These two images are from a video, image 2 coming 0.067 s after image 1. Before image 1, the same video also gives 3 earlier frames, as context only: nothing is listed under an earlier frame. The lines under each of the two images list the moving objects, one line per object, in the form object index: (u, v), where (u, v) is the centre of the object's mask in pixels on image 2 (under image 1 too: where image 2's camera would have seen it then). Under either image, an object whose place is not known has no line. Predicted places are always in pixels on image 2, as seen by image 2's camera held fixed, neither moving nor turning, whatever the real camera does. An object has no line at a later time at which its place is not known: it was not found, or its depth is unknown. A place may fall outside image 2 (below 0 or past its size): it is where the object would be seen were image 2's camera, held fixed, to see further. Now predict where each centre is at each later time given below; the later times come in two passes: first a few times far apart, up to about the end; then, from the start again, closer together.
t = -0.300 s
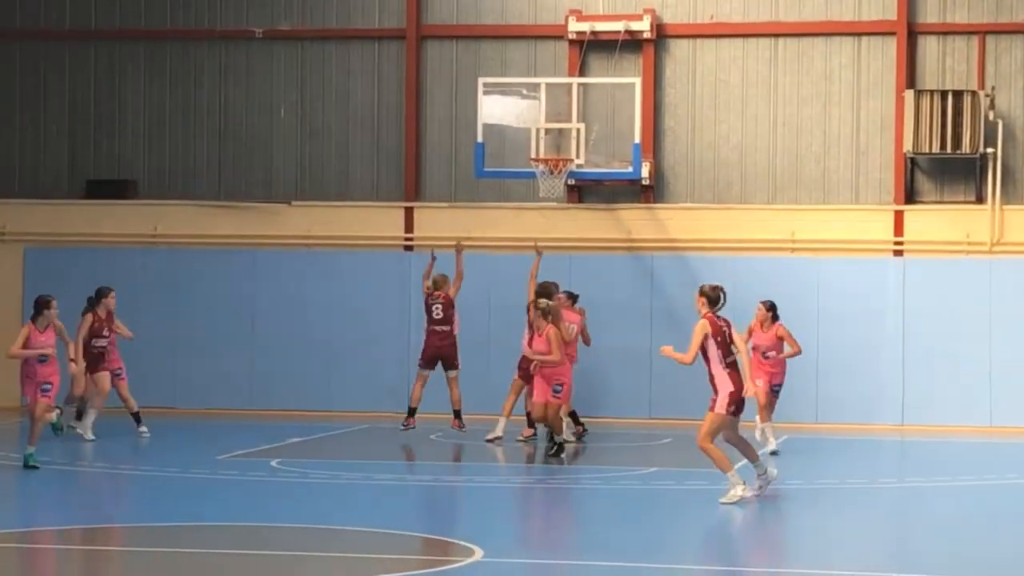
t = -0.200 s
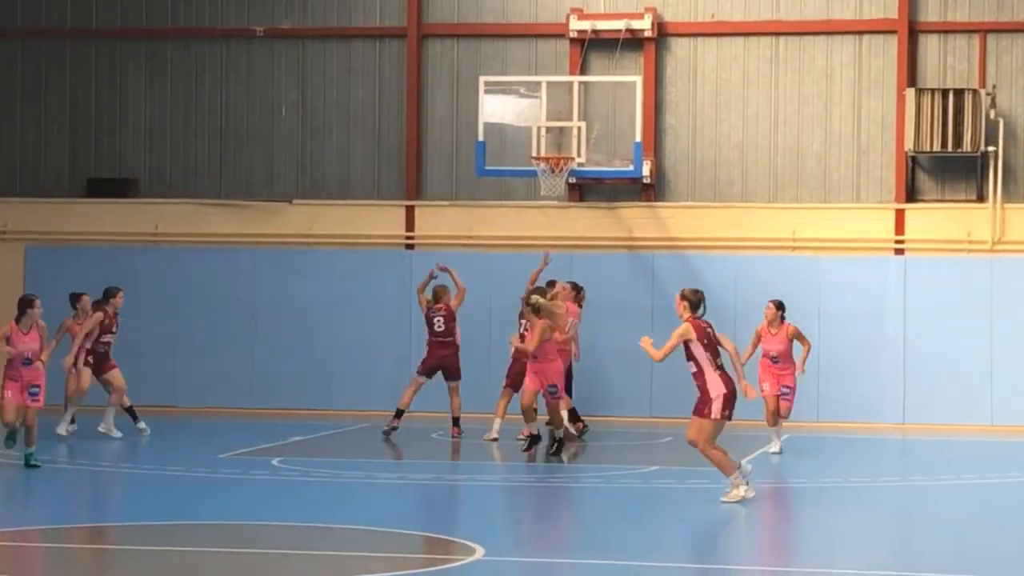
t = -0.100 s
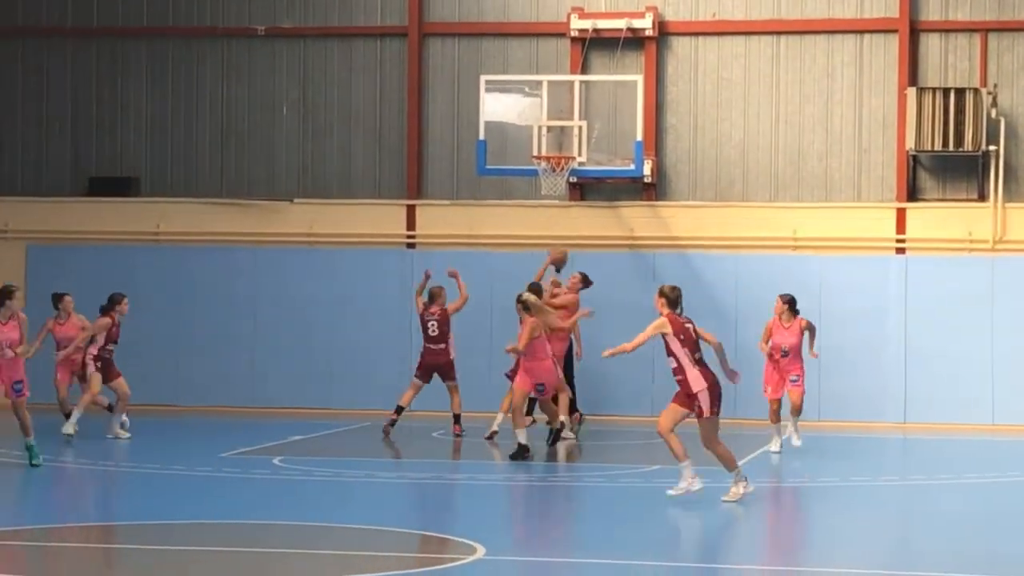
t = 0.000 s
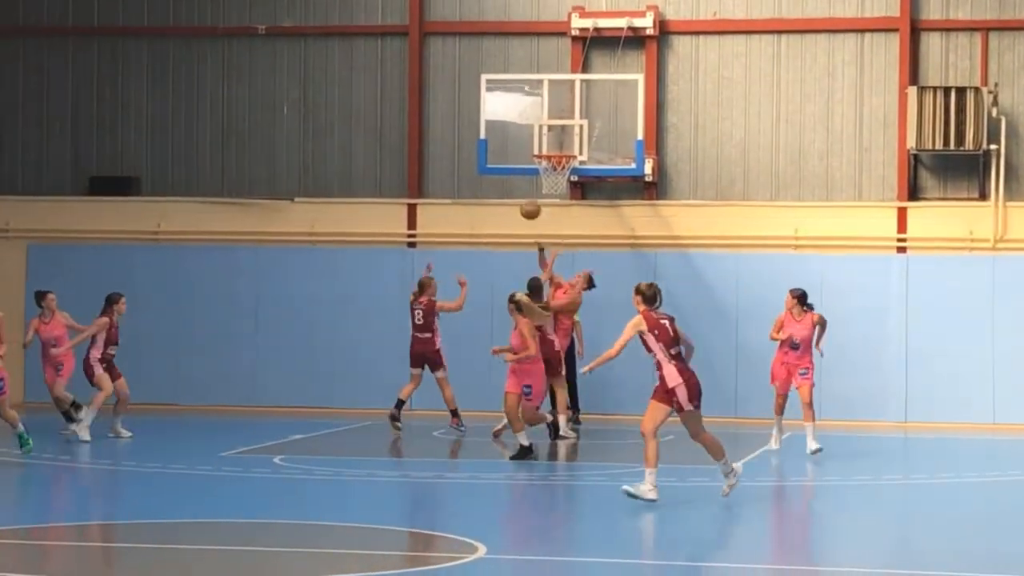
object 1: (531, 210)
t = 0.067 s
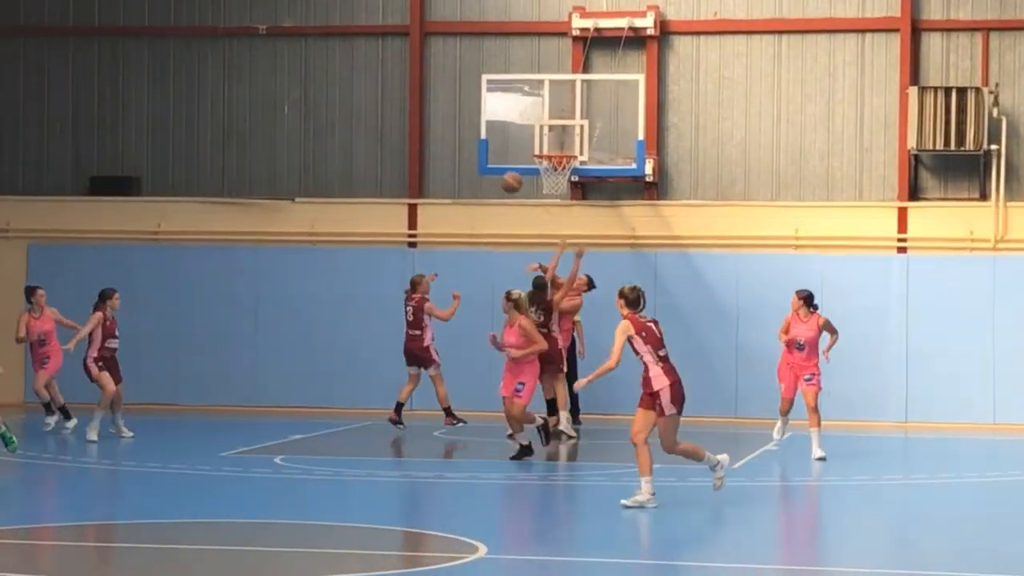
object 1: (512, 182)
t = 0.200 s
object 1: (470, 139)
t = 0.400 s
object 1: (403, 102)
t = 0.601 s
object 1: (327, 101)
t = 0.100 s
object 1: (501, 170)
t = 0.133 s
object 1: (491, 159)
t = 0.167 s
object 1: (481, 149)
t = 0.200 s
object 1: (470, 139)
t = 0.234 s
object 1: (460, 131)
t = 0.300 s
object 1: (438, 116)
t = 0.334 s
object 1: (427, 110)
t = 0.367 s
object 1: (415, 105)
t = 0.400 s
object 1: (403, 102)
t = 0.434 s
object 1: (390, 98)
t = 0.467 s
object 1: (378, 96)
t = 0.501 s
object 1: (366, 96)
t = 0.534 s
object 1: (354, 96)
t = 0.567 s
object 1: (340, 99)
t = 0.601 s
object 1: (327, 101)
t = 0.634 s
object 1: (313, 105)
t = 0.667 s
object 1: (299, 110)
